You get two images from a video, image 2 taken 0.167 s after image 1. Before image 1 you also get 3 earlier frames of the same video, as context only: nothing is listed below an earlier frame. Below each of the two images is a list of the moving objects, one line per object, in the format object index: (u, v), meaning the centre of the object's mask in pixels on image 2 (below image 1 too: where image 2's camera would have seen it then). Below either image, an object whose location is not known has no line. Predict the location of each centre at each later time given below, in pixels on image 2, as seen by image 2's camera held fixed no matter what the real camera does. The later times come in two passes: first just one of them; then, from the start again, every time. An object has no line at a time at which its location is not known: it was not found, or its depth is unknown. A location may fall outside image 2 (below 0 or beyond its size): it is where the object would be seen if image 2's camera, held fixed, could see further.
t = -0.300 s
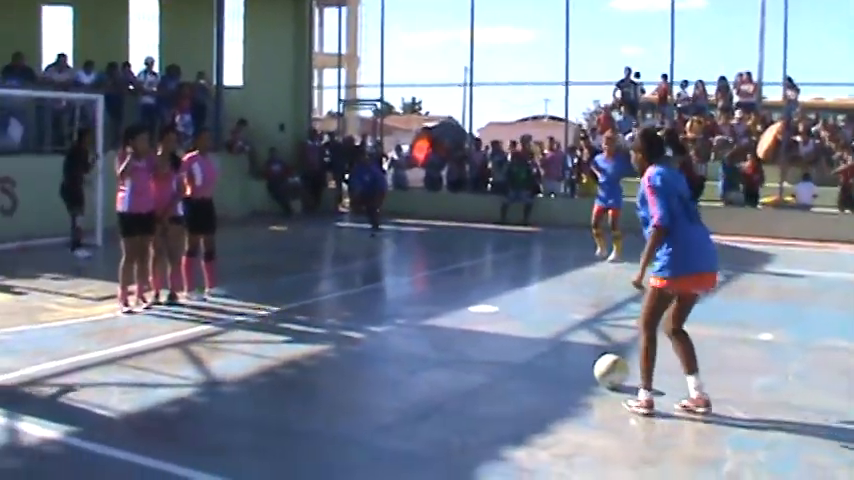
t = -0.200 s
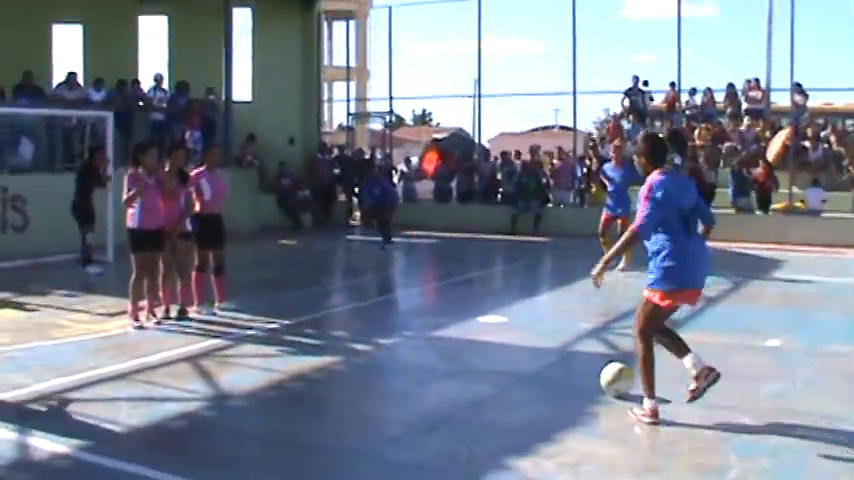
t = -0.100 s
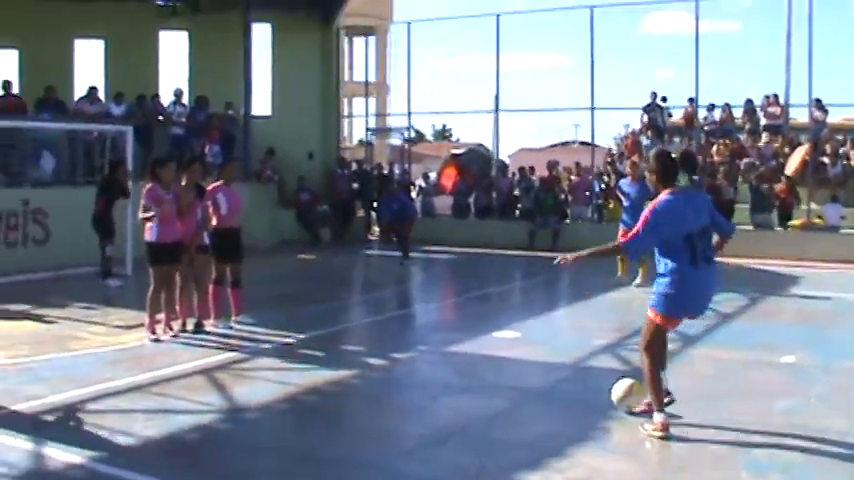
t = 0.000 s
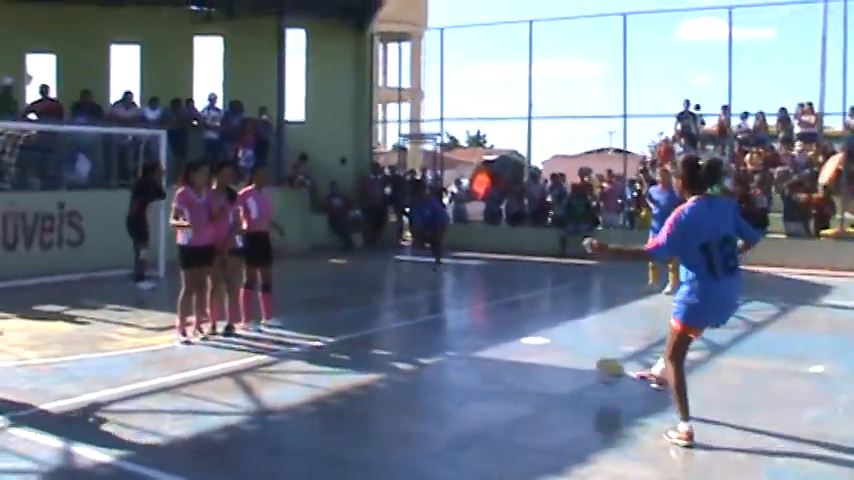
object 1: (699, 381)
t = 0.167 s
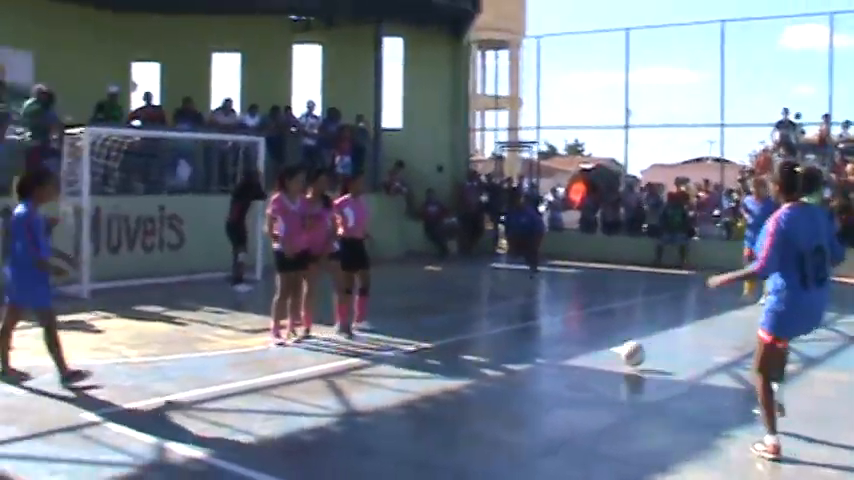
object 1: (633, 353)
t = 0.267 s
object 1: (603, 337)
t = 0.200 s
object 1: (622, 349)
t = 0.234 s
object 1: (612, 342)
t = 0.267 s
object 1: (603, 337)
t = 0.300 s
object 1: (597, 335)
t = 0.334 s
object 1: (590, 335)
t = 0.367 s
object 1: (582, 333)
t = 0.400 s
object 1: (577, 327)
